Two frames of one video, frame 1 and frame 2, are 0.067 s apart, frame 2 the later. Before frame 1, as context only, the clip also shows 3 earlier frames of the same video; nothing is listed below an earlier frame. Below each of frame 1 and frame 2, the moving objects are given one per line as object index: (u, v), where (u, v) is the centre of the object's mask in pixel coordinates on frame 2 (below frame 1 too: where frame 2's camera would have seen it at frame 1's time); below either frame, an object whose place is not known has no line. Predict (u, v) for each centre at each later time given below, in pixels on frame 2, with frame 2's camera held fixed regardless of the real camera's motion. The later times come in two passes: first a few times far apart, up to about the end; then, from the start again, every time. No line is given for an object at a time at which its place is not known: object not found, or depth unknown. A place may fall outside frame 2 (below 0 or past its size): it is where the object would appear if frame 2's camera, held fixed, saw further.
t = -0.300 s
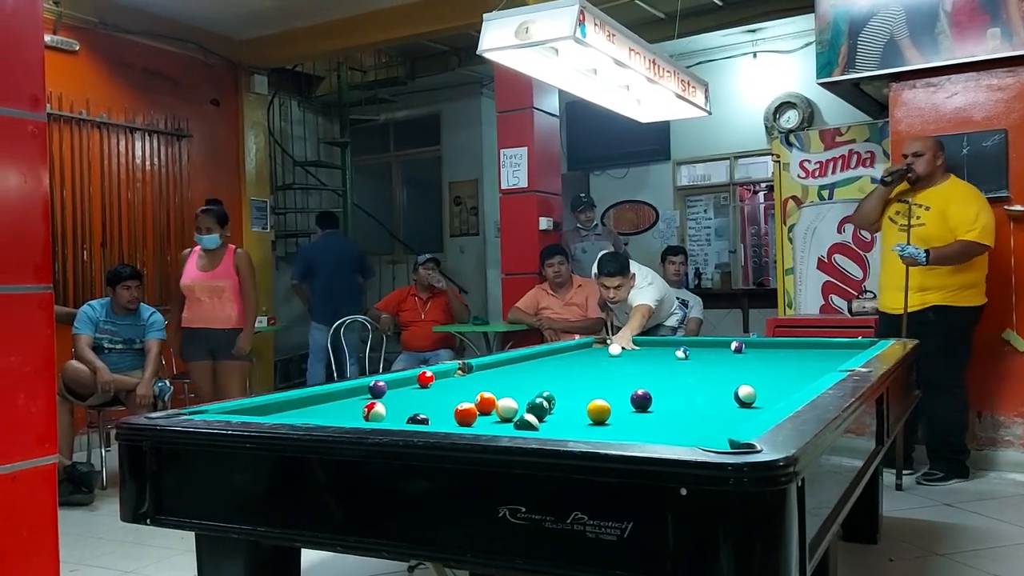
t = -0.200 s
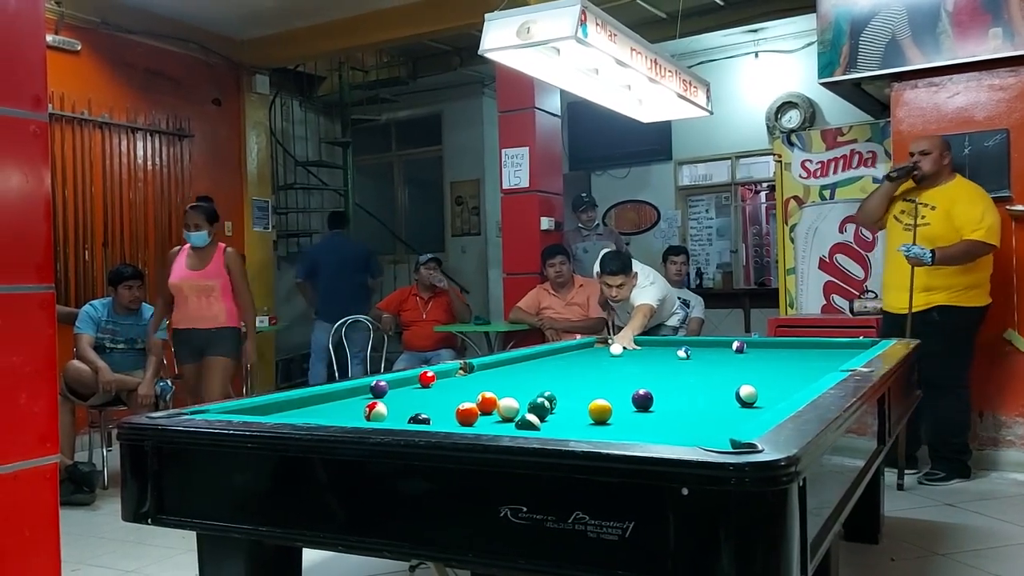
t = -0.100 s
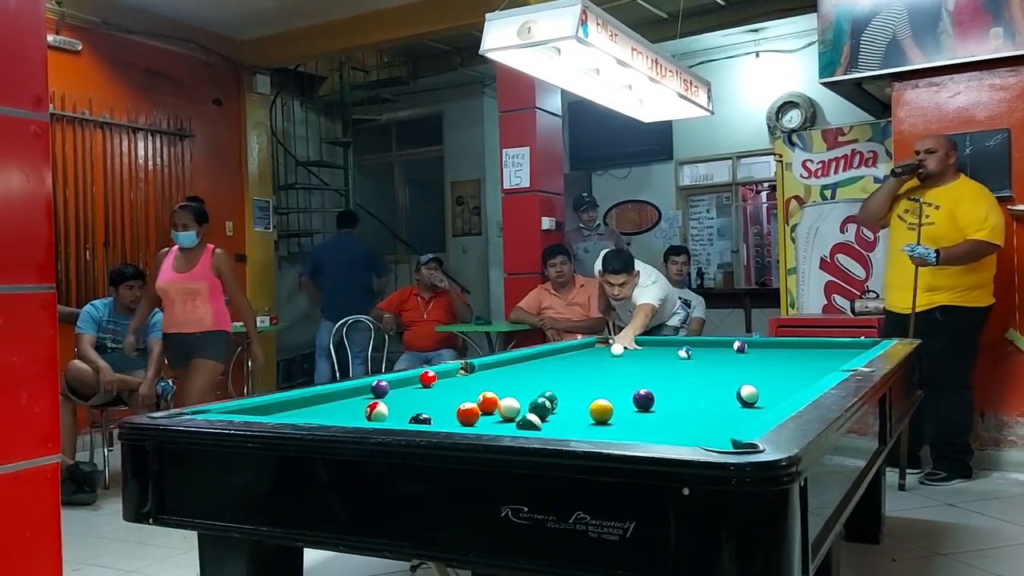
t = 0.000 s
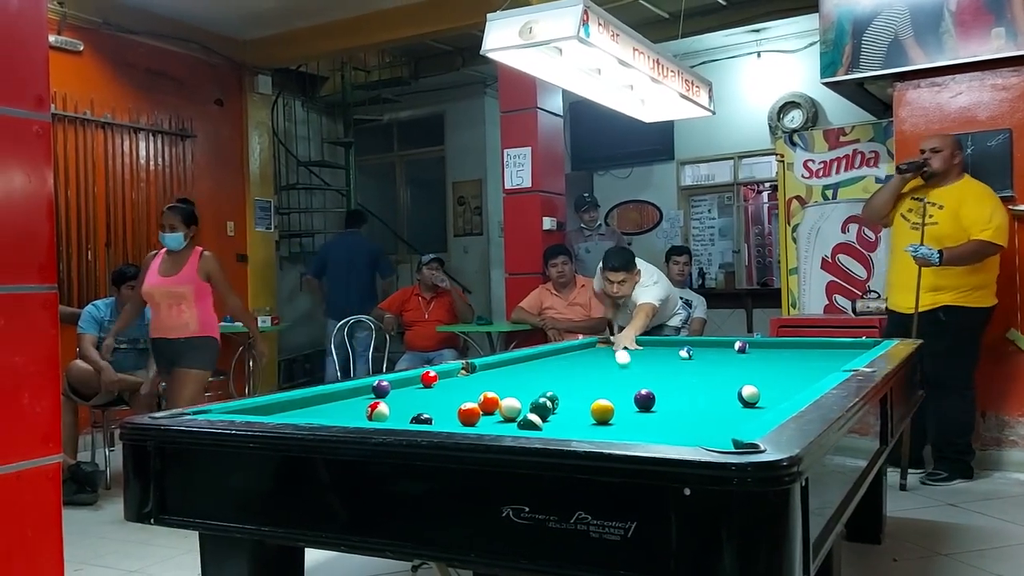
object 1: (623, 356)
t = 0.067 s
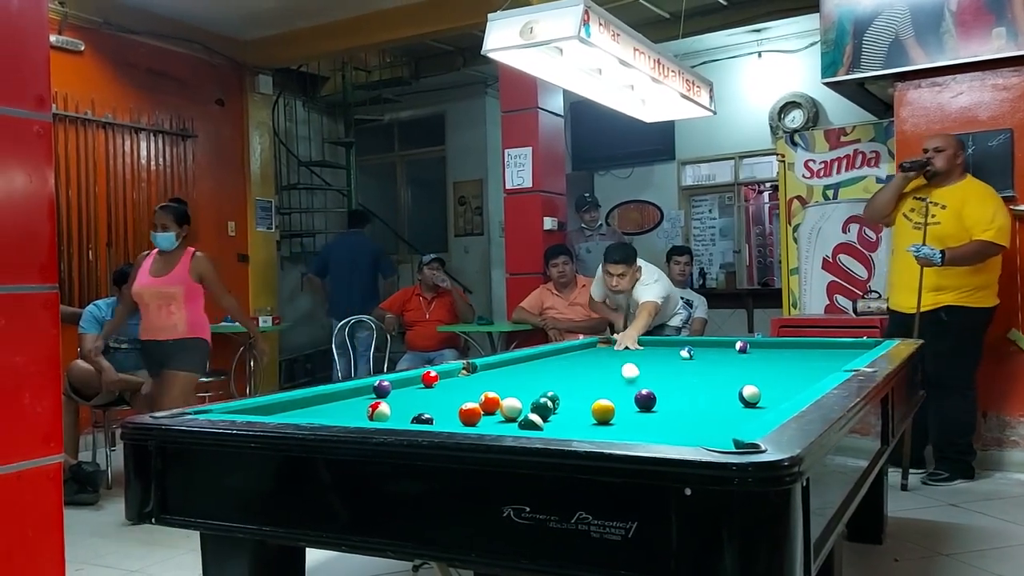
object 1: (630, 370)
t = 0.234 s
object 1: (624, 394)
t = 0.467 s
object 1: (584, 406)
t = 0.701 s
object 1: (552, 413)
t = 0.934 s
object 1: (513, 418)
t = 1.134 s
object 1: (485, 421)
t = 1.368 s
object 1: (455, 423)
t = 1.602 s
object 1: (464, 421)
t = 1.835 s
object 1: (470, 419)
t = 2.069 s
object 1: (477, 417)
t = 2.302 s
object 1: (483, 416)
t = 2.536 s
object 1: (490, 415)
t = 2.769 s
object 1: (495, 414)
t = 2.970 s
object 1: (498, 414)
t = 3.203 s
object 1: (499, 413)
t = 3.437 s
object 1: (500, 413)
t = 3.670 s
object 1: (500, 413)
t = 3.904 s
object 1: (500, 413)
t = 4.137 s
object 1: (500, 413)
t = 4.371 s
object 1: (500, 413)
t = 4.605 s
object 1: (500, 413)
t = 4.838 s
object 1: (500, 413)
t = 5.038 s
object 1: (500, 413)
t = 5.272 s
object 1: (500, 413)
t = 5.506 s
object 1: (500, 413)
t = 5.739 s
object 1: (500, 413)
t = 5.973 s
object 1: (500, 413)
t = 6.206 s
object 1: (500, 413)
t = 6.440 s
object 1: (500, 413)
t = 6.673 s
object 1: (500, 413)
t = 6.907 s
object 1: (500, 414)
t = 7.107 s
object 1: (500, 414)
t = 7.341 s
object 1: (500, 414)
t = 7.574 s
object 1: (500, 414)
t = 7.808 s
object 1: (500, 414)
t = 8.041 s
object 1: (500, 414)
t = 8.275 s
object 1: (500, 414)
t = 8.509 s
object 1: (500, 414)
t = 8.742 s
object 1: (500, 414)
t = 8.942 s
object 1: (500, 414)
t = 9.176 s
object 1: (500, 414)
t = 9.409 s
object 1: (500, 414)
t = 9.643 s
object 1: (500, 414)
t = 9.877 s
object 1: (500, 414)
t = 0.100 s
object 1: (634, 378)
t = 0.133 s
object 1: (638, 386)
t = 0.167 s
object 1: (636, 390)
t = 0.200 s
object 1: (630, 390)
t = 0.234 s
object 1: (624, 394)
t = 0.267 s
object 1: (619, 398)
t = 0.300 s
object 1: (615, 397)
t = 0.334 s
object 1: (612, 398)
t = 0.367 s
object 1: (606, 397)
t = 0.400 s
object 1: (592, 401)
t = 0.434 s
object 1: (588, 404)
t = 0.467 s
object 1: (584, 406)
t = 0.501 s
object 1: (581, 407)
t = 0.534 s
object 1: (576, 408)
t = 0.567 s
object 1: (571, 409)
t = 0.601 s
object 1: (566, 410)
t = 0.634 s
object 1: (561, 411)
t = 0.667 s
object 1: (556, 412)
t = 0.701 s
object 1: (552, 413)
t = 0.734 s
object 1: (548, 413)
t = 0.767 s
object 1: (544, 413)
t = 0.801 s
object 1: (539, 412)
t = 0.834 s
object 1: (532, 412)
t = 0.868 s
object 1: (524, 413)
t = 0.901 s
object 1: (518, 416)
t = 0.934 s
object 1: (513, 418)
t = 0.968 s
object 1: (510, 419)
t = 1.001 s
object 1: (506, 419)
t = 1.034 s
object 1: (501, 420)
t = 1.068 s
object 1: (496, 420)
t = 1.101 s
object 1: (491, 421)
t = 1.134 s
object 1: (485, 421)
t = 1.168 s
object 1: (480, 421)
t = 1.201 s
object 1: (475, 422)
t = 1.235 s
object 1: (471, 422)
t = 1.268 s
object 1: (466, 422)
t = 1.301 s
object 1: (460, 423)
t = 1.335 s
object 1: (455, 423)
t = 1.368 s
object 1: (455, 423)
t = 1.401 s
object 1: (457, 422)
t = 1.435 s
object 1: (458, 422)
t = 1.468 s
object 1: (459, 422)
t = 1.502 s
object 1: (460, 422)
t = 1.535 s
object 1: (461, 421)
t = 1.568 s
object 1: (463, 421)
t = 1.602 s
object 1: (464, 421)
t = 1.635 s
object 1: (465, 421)
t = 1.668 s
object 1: (466, 420)
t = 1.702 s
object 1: (467, 420)
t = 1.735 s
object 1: (467, 420)
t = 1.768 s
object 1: (468, 419)
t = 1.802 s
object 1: (470, 419)
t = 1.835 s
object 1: (470, 419)
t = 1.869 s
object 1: (471, 419)
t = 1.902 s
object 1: (472, 419)
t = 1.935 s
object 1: (473, 418)
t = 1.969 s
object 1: (474, 418)
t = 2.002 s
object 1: (475, 418)
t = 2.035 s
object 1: (476, 418)
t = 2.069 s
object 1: (477, 417)
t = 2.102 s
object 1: (477, 417)
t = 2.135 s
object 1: (478, 417)
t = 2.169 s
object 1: (479, 417)
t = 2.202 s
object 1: (480, 416)
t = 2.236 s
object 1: (481, 416)
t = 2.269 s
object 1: (482, 416)
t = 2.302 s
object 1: (483, 416)
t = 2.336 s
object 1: (484, 416)
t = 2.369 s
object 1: (485, 416)
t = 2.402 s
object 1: (486, 416)
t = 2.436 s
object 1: (488, 416)
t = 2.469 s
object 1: (489, 416)
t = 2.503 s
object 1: (490, 415)
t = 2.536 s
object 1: (490, 415)
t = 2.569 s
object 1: (491, 415)
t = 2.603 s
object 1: (492, 415)
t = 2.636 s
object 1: (493, 415)
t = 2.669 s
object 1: (493, 415)
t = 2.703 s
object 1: (494, 415)
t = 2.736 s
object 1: (494, 415)
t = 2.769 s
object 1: (495, 414)
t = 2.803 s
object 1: (496, 415)
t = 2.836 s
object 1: (496, 414)
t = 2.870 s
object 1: (497, 414)
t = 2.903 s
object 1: (497, 414)
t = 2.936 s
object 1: (498, 414)
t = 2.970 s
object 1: (498, 414)
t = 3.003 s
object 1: (498, 414)
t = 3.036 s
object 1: (498, 414)
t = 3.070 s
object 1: (498, 414)
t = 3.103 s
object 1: (499, 413)
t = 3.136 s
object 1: (499, 413)
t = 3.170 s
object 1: (499, 413)
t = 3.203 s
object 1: (499, 413)
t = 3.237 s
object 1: (500, 413)
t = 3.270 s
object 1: (500, 413)
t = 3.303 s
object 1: (500, 413)
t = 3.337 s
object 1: (500, 413)
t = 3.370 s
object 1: (500, 413)
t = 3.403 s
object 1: (500, 413)
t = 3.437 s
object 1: (500, 413)
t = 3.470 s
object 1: (500, 413)
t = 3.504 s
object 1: (500, 413)
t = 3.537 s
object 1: (500, 413)
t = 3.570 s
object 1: (500, 413)
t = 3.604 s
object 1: (500, 413)
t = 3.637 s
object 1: (500, 413)
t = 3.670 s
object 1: (500, 413)
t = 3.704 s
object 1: (500, 413)
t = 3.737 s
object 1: (500, 413)
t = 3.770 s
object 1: (500, 413)
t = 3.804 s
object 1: (500, 413)
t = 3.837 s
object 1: (500, 413)
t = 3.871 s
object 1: (500, 413)
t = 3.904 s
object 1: (500, 413)
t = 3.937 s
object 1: (500, 413)
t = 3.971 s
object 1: (500, 413)
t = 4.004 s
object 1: (500, 413)
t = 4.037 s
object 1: (500, 413)
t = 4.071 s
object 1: (500, 413)
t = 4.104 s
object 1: (500, 413)
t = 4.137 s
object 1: (500, 413)
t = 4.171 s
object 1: (500, 413)
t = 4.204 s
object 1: (500, 413)
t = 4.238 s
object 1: (500, 413)
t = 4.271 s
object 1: (500, 413)
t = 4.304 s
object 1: (500, 413)
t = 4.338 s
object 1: (500, 413)
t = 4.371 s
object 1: (500, 413)
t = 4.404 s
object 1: (500, 413)
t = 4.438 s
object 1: (500, 413)
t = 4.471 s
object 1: (500, 413)
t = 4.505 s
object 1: (500, 413)
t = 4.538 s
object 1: (500, 413)
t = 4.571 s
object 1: (500, 413)
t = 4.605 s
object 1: (500, 413)
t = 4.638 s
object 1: (500, 413)
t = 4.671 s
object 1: (500, 413)
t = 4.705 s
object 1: (500, 413)
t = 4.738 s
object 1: (500, 413)
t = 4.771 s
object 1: (500, 413)
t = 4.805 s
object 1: (500, 413)
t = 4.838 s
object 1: (500, 413)
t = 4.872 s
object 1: (500, 413)
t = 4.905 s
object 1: (500, 413)
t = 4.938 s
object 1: (500, 413)
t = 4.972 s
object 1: (500, 413)
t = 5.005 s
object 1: (500, 413)
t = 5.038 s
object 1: (500, 413)
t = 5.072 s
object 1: (500, 413)
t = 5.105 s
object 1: (500, 413)
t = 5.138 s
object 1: (500, 413)
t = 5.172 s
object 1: (500, 413)
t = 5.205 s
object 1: (500, 413)
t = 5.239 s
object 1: (500, 413)
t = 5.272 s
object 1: (500, 413)
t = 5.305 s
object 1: (500, 413)
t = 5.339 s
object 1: (500, 413)
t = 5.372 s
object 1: (500, 413)
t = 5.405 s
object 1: (500, 413)
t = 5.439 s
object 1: (500, 413)
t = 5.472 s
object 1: (500, 413)
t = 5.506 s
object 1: (500, 413)
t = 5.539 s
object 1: (500, 413)
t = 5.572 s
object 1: (500, 413)
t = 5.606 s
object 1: (500, 413)
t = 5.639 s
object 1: (500, 413)
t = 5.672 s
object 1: (500, 413)
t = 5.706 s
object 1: (500, 413)
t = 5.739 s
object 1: (500, 413)
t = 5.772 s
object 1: (500, 413)
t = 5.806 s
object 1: (500, 413)
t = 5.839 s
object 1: (500, 413)
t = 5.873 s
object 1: (500, 413)
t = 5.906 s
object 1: (500, 413)
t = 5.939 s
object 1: (500, 413)
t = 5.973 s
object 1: (500, 413)
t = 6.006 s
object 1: (500, 413)
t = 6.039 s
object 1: (500, 413)
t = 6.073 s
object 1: (500, 413)
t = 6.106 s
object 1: (500, 413)
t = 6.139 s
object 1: (500, 413)
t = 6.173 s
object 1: (500, 413)
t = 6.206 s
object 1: (500, 413)
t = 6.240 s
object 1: (500, 413)
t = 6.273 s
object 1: (500, 413)
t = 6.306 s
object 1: (500, 413)
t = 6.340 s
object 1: (500, 413)
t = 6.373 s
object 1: (500, 413)
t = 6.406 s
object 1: (500, 413)
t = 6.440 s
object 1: (500, 413)
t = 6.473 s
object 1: (500, 413)
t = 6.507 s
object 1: (500, 413)
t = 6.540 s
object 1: (500, 413)
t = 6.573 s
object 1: (500, 413)
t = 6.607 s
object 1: (500, 413)
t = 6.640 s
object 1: (500, 413)
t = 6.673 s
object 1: (500, 413)
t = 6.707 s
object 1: (500, 413)
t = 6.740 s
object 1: (500, 413)
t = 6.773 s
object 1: (500, 413)
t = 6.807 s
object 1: (500, 413)
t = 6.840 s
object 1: (500, 414)
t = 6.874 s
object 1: (500, 414)
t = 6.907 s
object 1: (500, 414)
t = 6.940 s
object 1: (500, 414)
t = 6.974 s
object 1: (500, 414)
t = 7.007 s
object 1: (500, 414)
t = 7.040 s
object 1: (500, 414)
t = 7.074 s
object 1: (500, 414)
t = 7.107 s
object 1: (500, 414)
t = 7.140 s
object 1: (500, 414)
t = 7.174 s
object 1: (500, 414)
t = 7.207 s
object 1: (500, 414)
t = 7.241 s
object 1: (500, 414)
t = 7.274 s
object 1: (500, 414)
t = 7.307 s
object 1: (500, 414)
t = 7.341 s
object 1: (500, 414)
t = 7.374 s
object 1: (500, 414)
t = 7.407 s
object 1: (500, 414)
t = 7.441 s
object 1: (500, 414)
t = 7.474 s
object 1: (500, 414)
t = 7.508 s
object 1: (500, 414)
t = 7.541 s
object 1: (500, 414)
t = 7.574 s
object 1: (500, 414)
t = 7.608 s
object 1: (500, 414)
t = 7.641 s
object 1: (500, 414)
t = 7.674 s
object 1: (500, 414)
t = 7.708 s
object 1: (500, 414)
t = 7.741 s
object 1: (500, 414)
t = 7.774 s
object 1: (500, 414)
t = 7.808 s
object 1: (500, 414)
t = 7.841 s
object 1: (500, 414)
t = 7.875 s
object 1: (500, 414)
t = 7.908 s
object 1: (500, 414)
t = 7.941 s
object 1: (500, 414)
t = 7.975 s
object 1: (500, 414)
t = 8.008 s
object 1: (500, 414)
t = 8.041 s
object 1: (500, 414)
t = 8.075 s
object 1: (500, 414)
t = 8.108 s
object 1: (500, 414)
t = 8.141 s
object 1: (500, 414)
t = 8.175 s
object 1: (500, 414)
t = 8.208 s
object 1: (500, 414)
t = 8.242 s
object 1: (500, 414)
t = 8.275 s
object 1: (500, 414)
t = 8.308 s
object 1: (500, 414)
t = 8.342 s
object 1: (500, 414)
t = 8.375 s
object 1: (500, 414)
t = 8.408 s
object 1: (500, 414)
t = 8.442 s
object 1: (500, 414)
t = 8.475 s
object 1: (500, 414)
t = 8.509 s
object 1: (500, 414)
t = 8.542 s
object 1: (500, 414)
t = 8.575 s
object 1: (500, 414)
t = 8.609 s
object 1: (500, 414)
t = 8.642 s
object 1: (500, 414)
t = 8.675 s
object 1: (500, 414)
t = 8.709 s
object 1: (500, 414)
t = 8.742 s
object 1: (500, 414)
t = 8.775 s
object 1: (500, 414)
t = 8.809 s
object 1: (500, 414)
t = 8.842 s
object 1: (500, 414)
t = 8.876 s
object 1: (500, 414)
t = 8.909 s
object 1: (500, 414)
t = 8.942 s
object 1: (500, 414)
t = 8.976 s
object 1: (500, 414)
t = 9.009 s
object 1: (500, 414)
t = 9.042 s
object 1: (500, 414)
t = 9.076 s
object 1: (500, 414)
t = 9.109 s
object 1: (500, 414)
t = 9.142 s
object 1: (500, 414)
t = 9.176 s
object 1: (500, 414)
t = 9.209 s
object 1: (500, 414)
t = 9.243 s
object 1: (500, 414)
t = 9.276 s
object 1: (500, 414)
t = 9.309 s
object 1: (500, 414)
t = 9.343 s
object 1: (500, 414)
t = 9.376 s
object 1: (500, 414)
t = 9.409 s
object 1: (500, 414)
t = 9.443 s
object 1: (500, 414)
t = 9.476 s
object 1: (500, 414)
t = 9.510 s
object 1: (500, 414)
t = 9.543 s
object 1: (500, 414)
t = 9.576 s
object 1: (500, 414)
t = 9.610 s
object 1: (500, 414)
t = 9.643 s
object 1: (500, 414)
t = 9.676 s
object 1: (500, 414)
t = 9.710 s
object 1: (500, 414)
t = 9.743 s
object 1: (500, 414)
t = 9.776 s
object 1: (500, 414)
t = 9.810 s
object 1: (500, 414)
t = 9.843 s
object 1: (500, 414)
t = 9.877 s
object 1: (500, 414)
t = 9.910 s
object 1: (500, 414)
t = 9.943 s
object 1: (500, 414)
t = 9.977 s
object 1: (500, 414)
